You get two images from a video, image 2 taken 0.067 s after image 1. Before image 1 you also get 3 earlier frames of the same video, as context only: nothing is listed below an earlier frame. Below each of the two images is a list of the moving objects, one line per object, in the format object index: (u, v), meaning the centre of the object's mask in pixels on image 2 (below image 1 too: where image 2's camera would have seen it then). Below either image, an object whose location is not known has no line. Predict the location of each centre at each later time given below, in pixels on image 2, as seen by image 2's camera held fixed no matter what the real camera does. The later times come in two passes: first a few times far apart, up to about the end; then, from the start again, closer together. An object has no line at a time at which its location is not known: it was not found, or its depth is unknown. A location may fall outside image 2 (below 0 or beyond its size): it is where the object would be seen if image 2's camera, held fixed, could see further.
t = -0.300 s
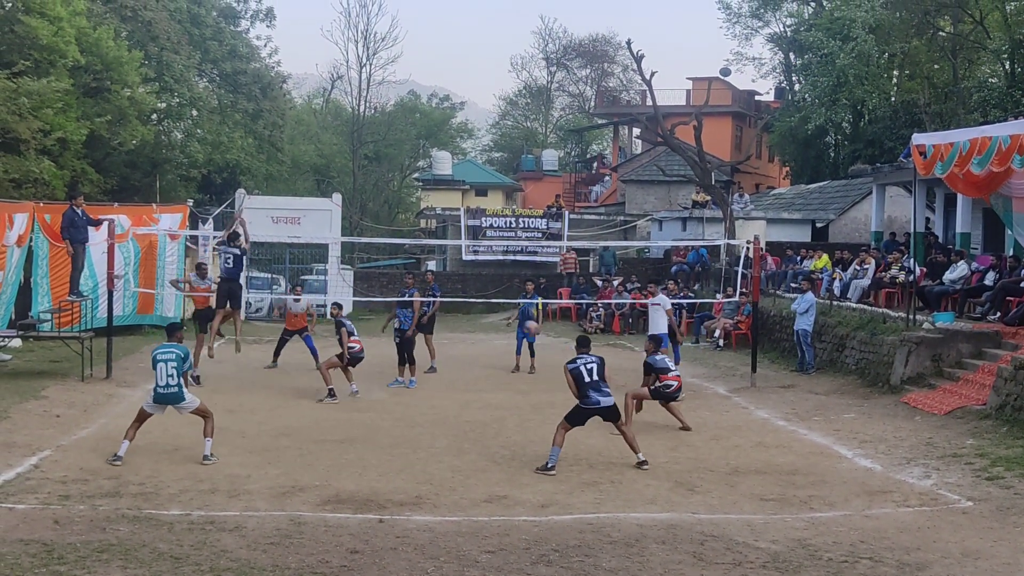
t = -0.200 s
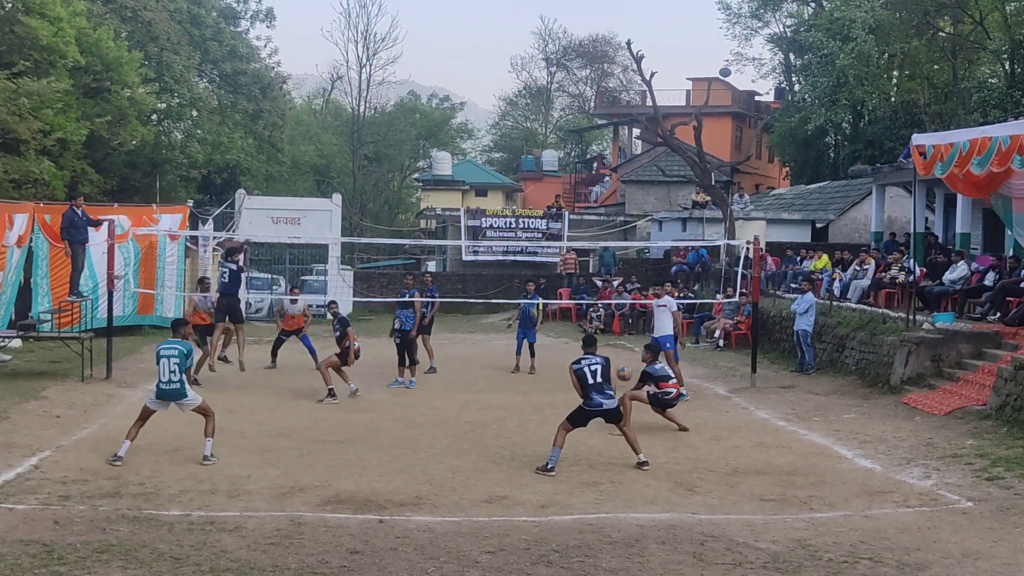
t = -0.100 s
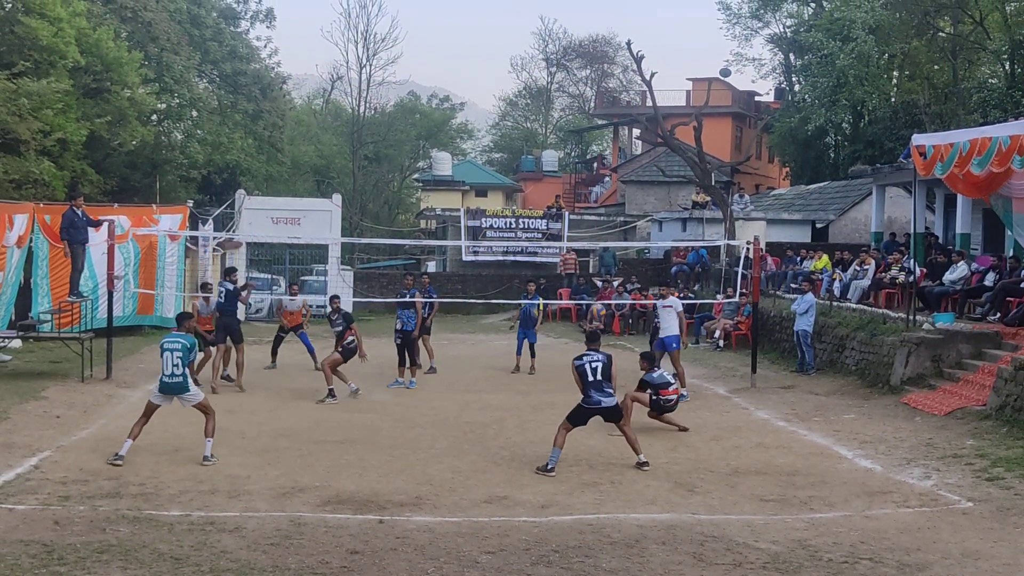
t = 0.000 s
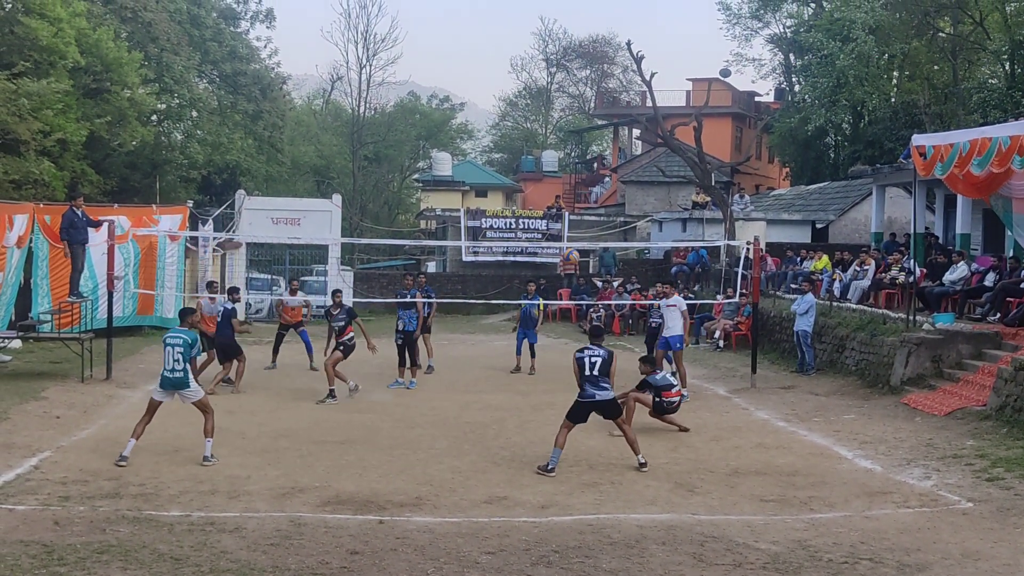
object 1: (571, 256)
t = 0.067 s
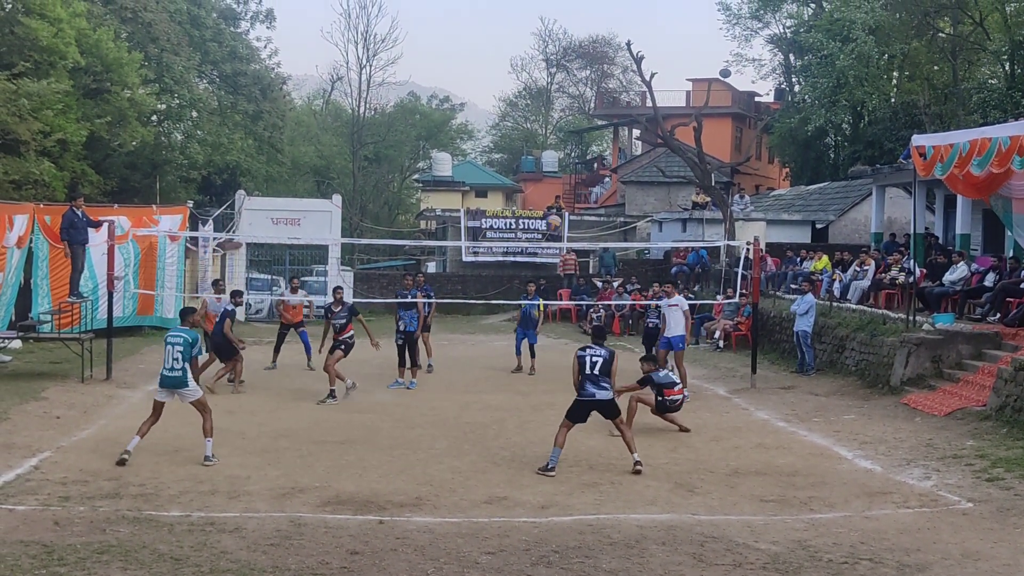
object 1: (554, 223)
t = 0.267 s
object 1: (502, 141)
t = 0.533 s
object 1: (431, 77)
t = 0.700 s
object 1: (385, 67)
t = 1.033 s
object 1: (284, 122)
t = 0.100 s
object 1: (546, 207)
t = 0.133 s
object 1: (536, 193)
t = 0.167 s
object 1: (527, 179)
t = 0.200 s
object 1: (519, 165)
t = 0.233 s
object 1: (510, 153)
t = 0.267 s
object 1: (502, 141)
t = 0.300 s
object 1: (492, 131)
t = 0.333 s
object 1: (484, 121)
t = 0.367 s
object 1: (475, 111)
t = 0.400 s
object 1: (466, 103)
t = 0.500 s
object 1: (439, 82)
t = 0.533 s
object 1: (431, 77)
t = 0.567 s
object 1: (421, 73)
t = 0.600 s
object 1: (412, 70)
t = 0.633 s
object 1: (403, 68)
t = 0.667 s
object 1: (394, 67)
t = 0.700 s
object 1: (385, 67)
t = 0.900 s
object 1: (325, 87)
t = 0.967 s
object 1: (305, 103)
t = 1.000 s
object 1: (295, 112)
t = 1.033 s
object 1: (284, 122)
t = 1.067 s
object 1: (273, 132)
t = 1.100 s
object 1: (263, 147)
